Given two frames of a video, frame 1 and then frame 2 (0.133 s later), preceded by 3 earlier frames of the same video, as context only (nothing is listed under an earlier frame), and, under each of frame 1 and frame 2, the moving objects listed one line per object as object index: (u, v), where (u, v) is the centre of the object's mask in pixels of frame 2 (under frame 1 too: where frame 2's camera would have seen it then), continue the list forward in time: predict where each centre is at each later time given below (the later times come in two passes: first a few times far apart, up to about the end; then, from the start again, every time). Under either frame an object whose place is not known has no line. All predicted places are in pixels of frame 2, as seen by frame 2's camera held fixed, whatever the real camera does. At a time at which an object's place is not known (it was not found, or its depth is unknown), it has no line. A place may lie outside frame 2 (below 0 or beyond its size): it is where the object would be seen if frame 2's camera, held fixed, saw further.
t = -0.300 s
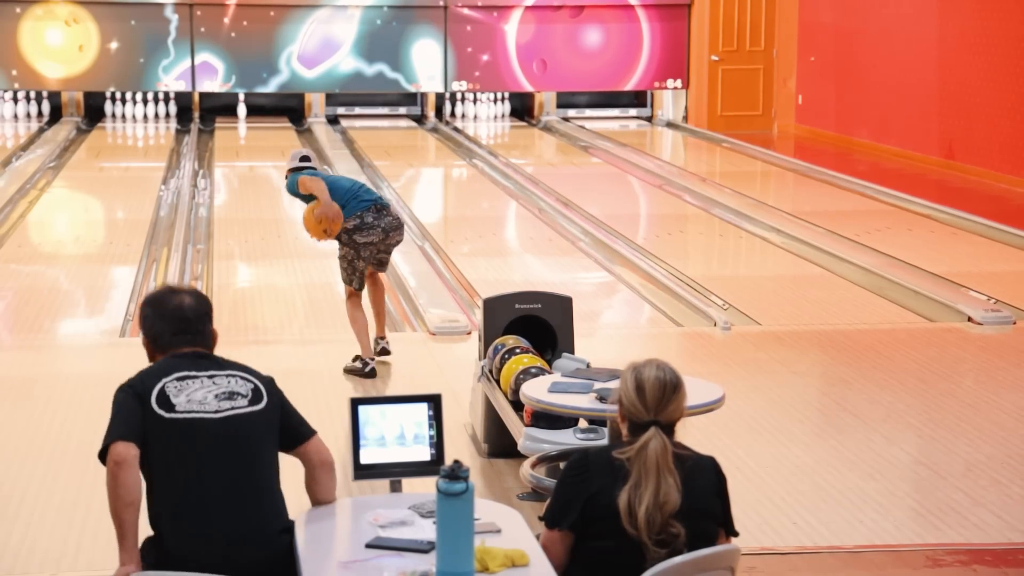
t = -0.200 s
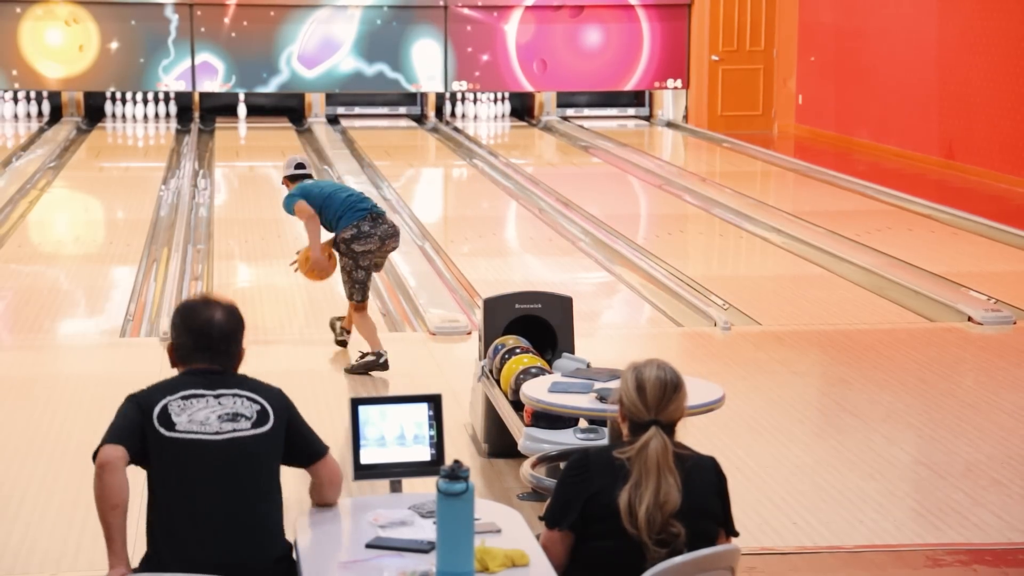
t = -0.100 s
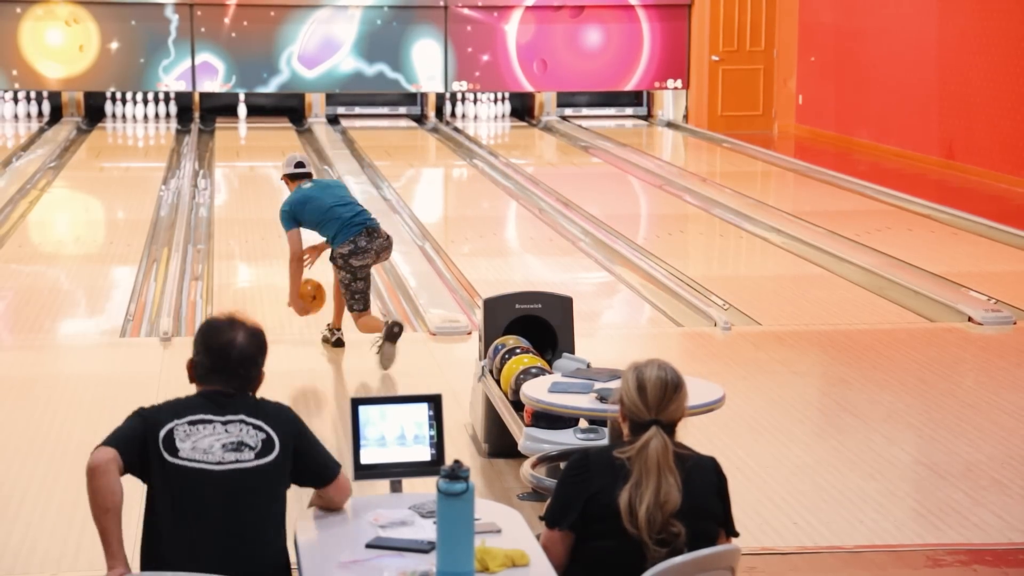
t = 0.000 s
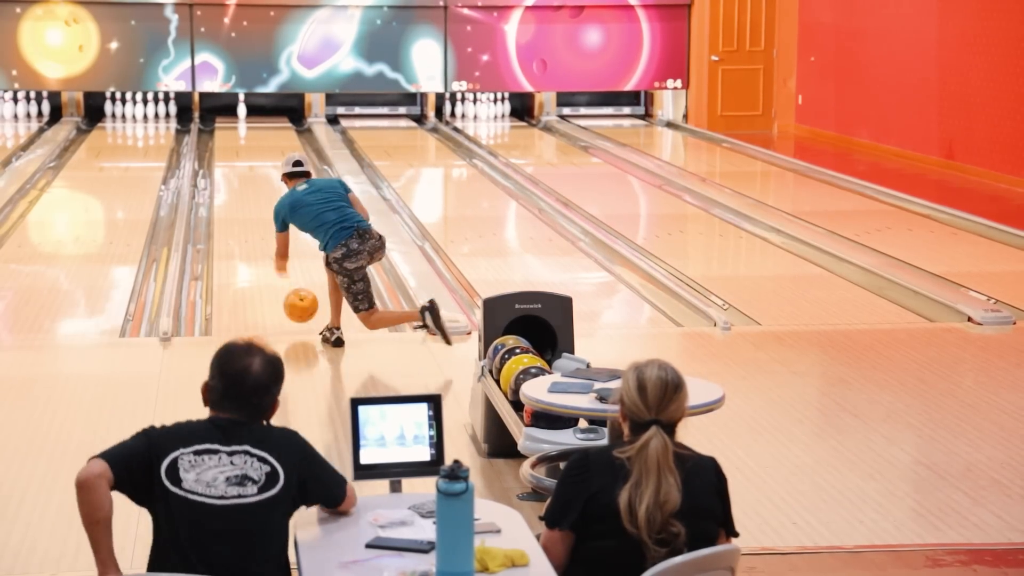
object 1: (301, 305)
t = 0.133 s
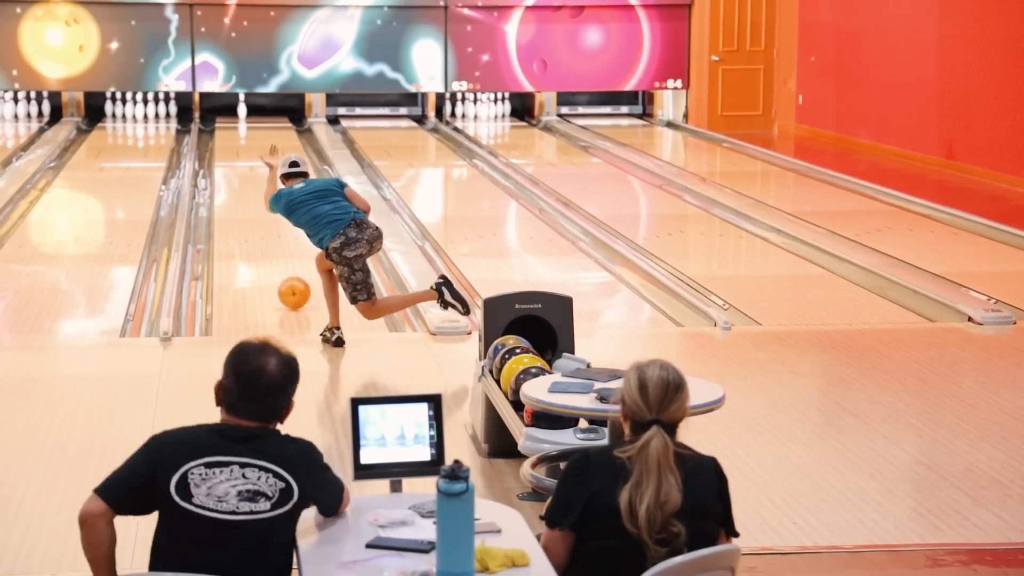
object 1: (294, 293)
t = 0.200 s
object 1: (291, 283)
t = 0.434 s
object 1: (282, 253)
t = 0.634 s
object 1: (276, 231)
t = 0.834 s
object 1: (270, 214)
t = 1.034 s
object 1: (268, 197)
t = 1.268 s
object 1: (264, 181)
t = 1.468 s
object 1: (262, 169)
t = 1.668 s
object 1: (261, 159)
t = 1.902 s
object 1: (260, 149)
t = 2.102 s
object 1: (259, 140)
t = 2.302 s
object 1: (258, 132)
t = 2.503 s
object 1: (259, 125)
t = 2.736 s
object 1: (261, 118)
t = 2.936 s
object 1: (265, 112)
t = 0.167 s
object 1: (292, 287)
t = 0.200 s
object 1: (291, 283)
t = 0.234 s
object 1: (289, 278)
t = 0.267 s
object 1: (288, 273)
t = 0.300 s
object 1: (287, 269)
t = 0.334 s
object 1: (285, 265)
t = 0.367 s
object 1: (284, 261)
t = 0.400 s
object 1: (283, 256)
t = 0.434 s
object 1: (282, 253)
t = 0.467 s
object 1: (281, 249)
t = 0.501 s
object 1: (280, 246)
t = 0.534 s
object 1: (279, 242)
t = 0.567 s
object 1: (277, 238)
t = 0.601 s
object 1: (277, 235)
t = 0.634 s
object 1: (276, 231)
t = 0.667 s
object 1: (276, 229)
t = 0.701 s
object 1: (277, 227)
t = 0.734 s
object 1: (265, 223)
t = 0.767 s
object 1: (267, 220)
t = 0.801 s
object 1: (268, 217)
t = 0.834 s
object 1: (270, 214)
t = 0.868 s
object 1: (270, 210)
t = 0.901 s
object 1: (270, 208)
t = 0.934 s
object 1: (269, 205)
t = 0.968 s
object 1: (269, 203)
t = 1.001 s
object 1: (268, 200)
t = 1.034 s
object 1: (268, 197)
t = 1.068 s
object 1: (268, 195)
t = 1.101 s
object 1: (267, 192)
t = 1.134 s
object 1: (267, 191)
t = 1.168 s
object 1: (266, 188)
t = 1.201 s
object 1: (265, 186)
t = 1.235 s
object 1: (265, 183)
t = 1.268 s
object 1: (264, 181)
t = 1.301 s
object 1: (264, 179)
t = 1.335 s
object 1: (263, 177)
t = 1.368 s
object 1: (263, 175)
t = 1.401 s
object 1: (263, 173)
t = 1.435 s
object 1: (263, 172)
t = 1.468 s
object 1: (262, 169)
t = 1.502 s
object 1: (262, 168)
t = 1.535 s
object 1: (262, 166)
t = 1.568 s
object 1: (262, 164)
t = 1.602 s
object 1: (261, 161)
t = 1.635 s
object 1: (260, 160)
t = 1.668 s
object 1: (261, 159)
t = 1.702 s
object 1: (261, 156)
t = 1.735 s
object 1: (260, 155)
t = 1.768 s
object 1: (261, 153)
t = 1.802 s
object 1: (259, 152)
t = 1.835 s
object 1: (259, 152)
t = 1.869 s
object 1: (259, 149)
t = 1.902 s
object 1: (260, 149)
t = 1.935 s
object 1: (259, 147)
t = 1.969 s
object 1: (259, 146)
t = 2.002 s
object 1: (258, 144)
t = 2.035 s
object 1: (258, 143)
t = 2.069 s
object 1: (259, 141)
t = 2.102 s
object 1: (259, 140)
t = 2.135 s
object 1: (259, 138)
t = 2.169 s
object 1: (257, 136)
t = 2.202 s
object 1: (258, 135)
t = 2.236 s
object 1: (258, 134)
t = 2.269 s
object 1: (258, 133)
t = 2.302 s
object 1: (258, 132)
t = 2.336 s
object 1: (257, 131)
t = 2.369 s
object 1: (258, 129)
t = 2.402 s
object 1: (258, 128)
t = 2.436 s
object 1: (258, 127)
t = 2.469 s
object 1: (258, 126)
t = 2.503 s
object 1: (259, 125)
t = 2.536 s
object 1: (259, 124)
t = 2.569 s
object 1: (259, 122)
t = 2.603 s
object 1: (259, 121)
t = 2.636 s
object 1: (260, 120)
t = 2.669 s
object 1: (260, 119)
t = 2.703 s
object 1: (261, 118)
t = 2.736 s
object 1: (261, 118)
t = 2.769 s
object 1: (262, 116)
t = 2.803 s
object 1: (262, 115)
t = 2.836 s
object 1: (263, 115)
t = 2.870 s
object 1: (264, 114)
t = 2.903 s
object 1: (265, 113)
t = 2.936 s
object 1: (265, 112)
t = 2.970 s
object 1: (266, 111)
